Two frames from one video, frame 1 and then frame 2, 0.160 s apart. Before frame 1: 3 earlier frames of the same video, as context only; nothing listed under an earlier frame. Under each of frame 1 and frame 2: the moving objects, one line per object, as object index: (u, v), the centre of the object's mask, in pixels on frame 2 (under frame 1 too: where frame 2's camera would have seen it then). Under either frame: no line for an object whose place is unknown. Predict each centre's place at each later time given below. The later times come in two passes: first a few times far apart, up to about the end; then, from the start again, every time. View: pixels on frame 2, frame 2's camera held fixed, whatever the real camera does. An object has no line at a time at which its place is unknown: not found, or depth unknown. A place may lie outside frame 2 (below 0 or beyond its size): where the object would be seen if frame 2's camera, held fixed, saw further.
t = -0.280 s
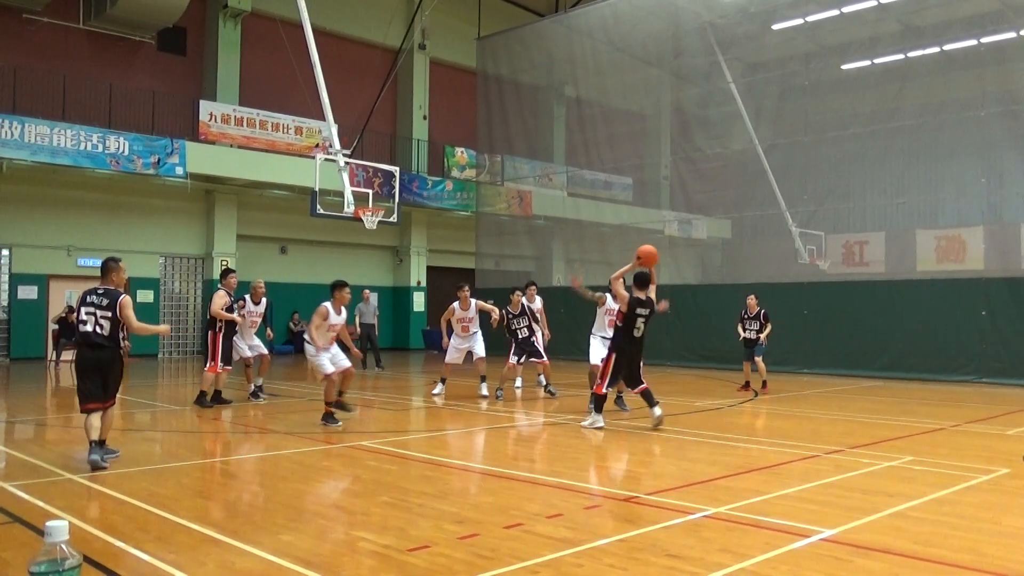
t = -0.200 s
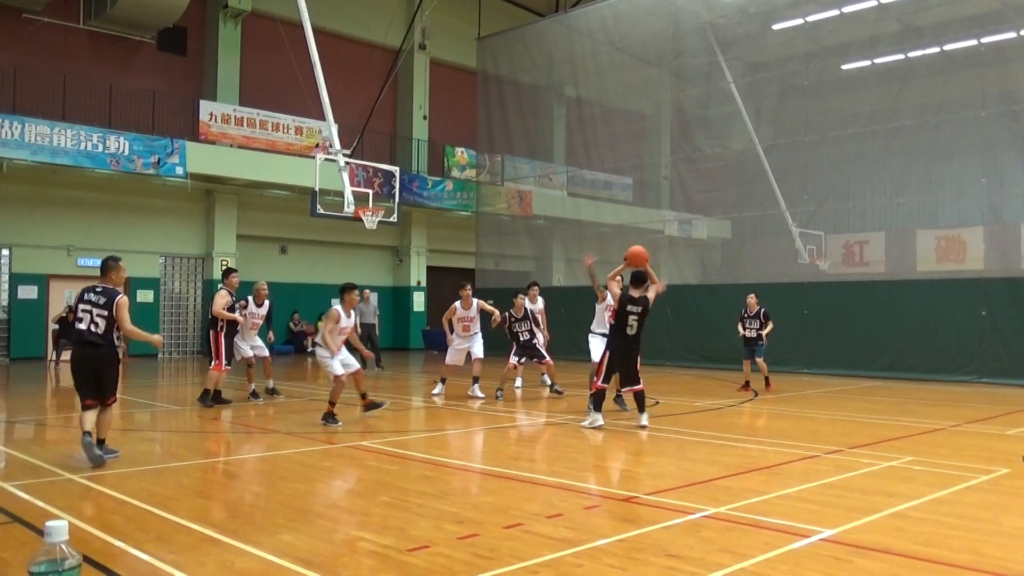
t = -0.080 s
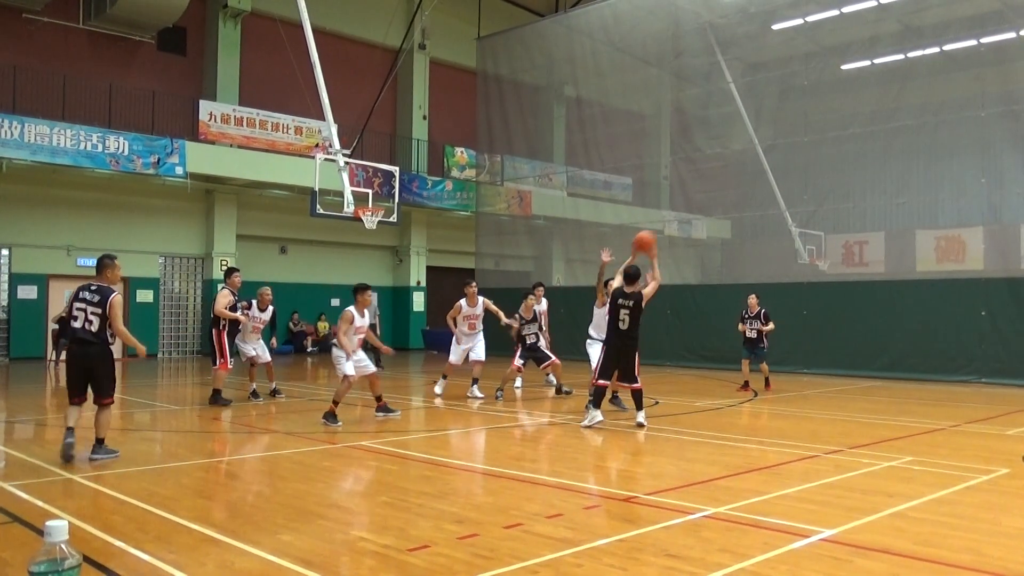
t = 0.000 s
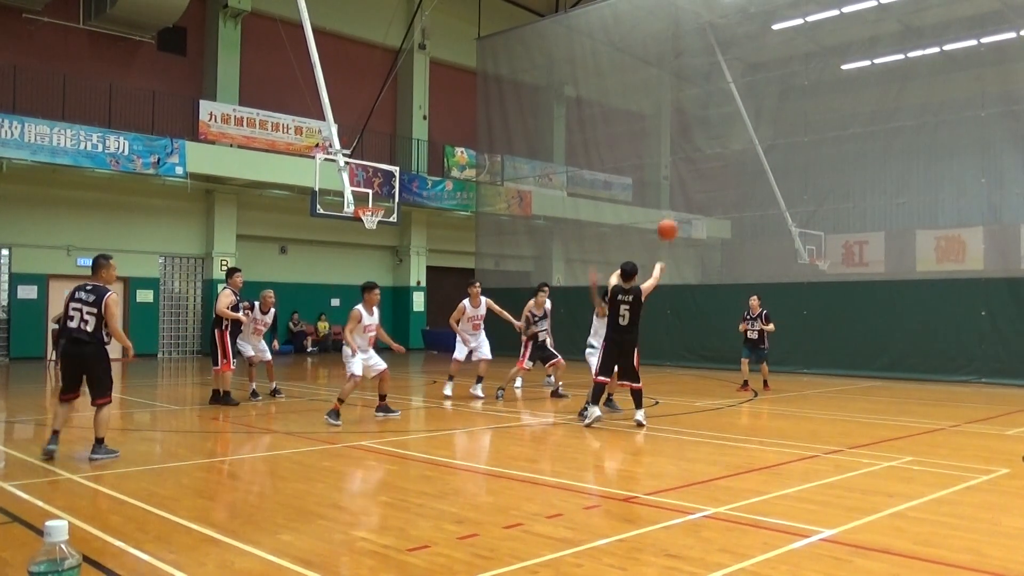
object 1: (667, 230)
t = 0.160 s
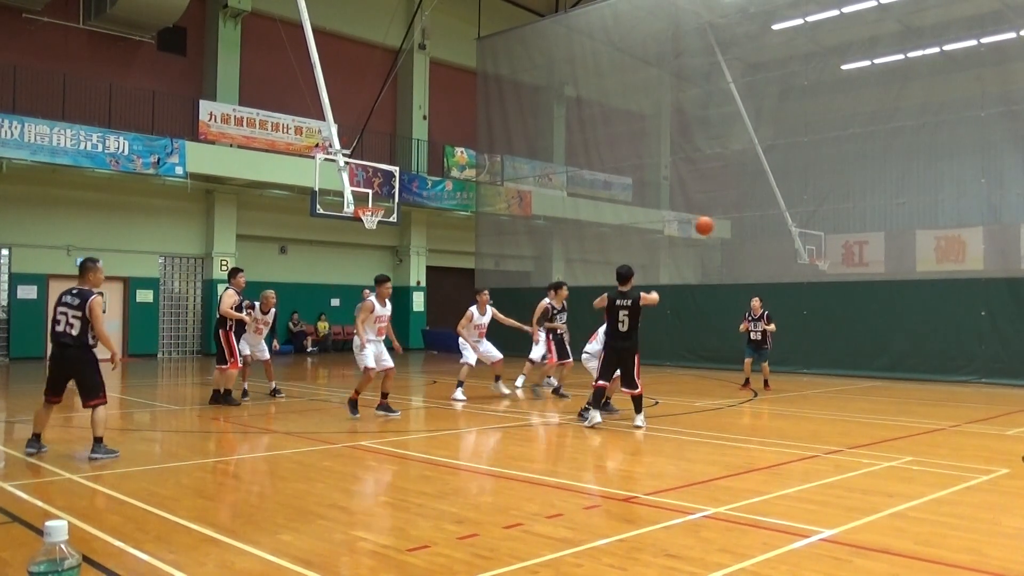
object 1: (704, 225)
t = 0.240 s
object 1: (720, 230)
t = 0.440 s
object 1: (752, 258)
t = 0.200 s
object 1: (712, 228)
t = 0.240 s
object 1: (720, 230)
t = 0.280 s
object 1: (726, 234)
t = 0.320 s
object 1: (733, 239)
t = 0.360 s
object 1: (739, 245)
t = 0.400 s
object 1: (746, 251)
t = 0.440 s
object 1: (752, 258)
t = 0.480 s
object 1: (758, 267)
